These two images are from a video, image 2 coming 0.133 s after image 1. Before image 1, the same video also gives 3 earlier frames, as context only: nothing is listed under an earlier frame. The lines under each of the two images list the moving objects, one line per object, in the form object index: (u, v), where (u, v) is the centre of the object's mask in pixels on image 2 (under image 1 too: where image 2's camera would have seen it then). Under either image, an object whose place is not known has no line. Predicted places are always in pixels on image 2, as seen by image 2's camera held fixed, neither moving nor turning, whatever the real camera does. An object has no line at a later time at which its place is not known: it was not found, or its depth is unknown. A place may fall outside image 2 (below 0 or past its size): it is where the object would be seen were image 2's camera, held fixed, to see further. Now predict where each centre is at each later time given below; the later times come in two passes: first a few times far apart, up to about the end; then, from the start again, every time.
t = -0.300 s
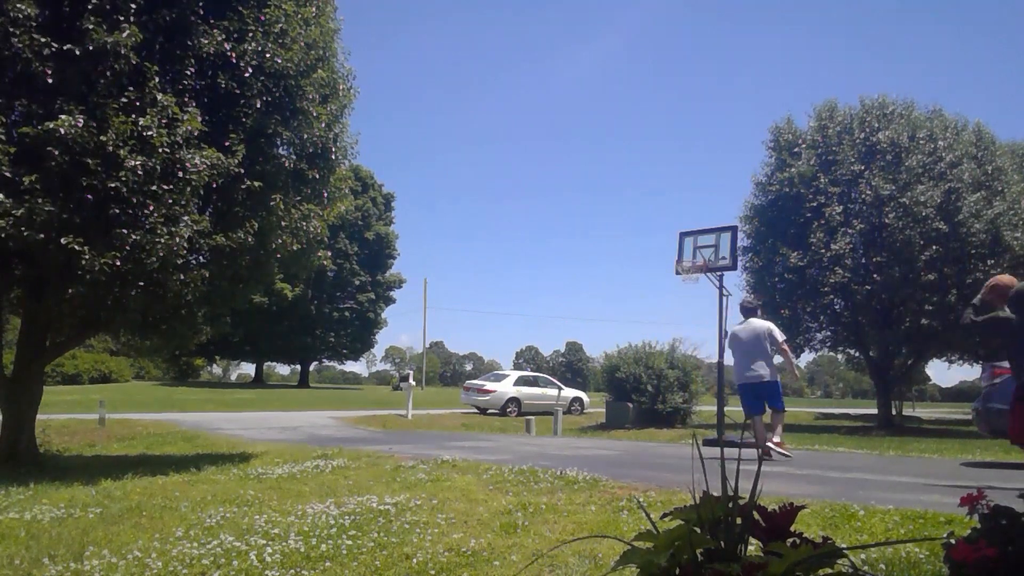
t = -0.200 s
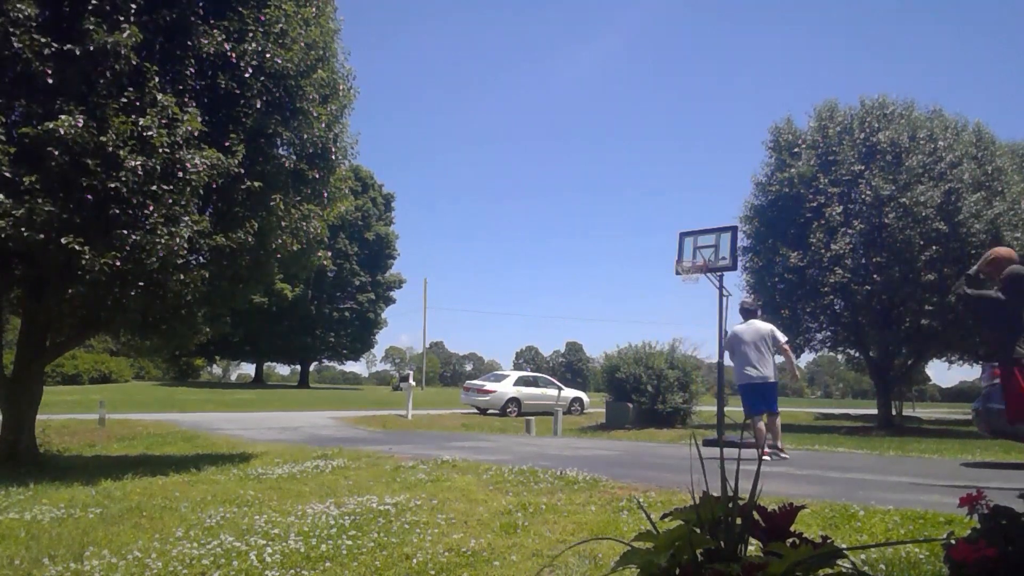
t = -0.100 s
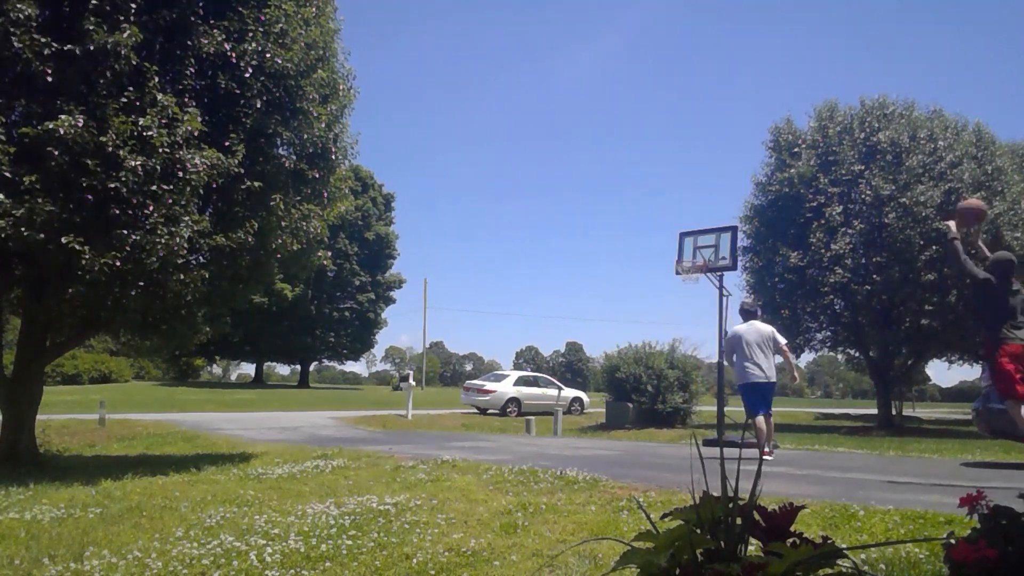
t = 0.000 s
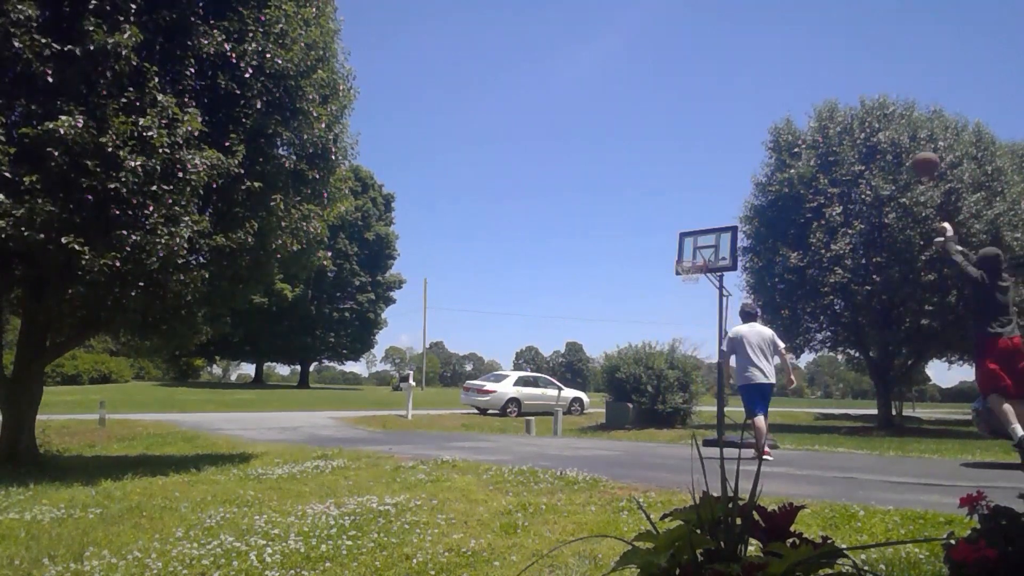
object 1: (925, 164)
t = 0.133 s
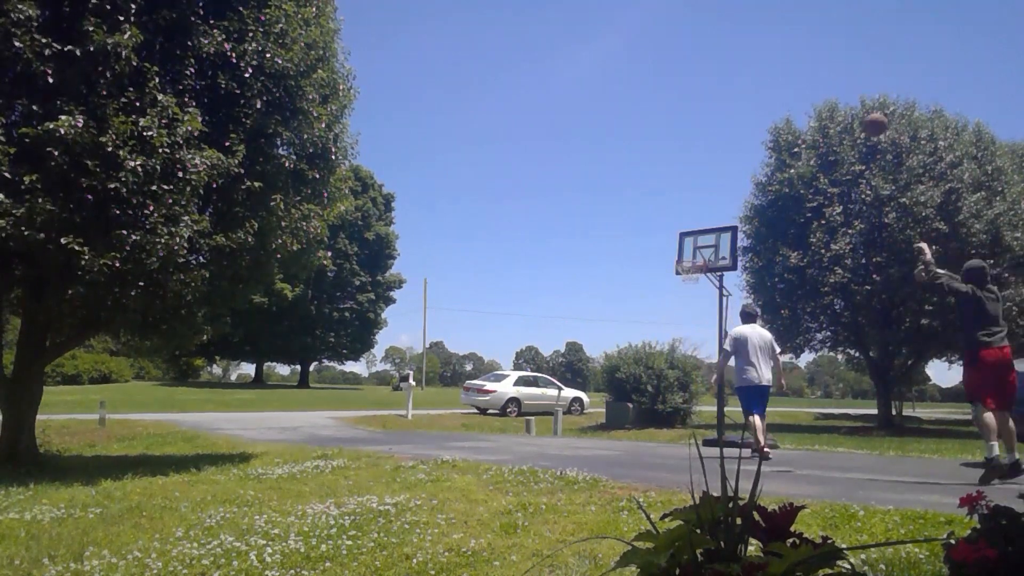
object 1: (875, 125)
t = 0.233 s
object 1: (843, 111)
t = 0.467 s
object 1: (784, 113)
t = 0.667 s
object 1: (746, 143)
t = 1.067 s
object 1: (687, 256)
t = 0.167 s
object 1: (863, 119)
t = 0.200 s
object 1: (852, 114)
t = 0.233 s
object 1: (843, 111)
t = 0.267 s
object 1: (833, 108)
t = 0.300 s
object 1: (824, 107)
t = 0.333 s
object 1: (816, 106)
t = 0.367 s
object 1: (807, 107)
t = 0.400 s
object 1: (799, 108)
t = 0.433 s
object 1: (792, 110)
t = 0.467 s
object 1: (784, 113)
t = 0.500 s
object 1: (777, 116)
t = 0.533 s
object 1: (771, 120)
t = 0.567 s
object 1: (765, 124)
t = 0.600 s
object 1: (758, 130)
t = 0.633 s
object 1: (752, 136)
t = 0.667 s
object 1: (746, 143)
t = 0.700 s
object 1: (740, 150)
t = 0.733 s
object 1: (735, 157)
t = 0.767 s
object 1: (730, 166)
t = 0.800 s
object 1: (725, 174)
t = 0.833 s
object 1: (720, 183)
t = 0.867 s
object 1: (716, 193)
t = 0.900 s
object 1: (711, 203)
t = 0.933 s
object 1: (706, 213)
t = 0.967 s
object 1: (701, 224)
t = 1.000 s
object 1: (693, 248)
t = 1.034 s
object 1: (690, 257)
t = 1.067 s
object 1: (687, 256)
